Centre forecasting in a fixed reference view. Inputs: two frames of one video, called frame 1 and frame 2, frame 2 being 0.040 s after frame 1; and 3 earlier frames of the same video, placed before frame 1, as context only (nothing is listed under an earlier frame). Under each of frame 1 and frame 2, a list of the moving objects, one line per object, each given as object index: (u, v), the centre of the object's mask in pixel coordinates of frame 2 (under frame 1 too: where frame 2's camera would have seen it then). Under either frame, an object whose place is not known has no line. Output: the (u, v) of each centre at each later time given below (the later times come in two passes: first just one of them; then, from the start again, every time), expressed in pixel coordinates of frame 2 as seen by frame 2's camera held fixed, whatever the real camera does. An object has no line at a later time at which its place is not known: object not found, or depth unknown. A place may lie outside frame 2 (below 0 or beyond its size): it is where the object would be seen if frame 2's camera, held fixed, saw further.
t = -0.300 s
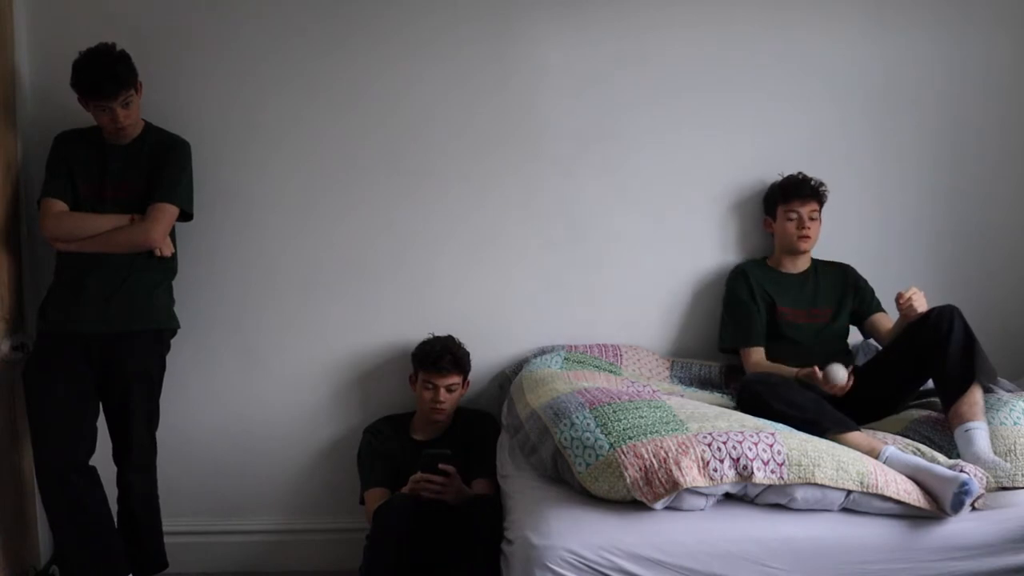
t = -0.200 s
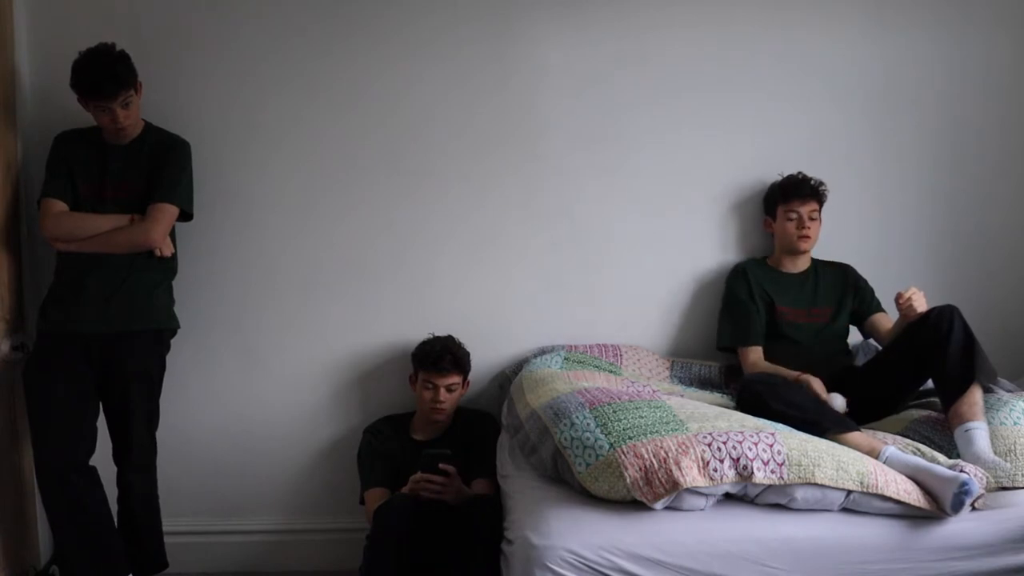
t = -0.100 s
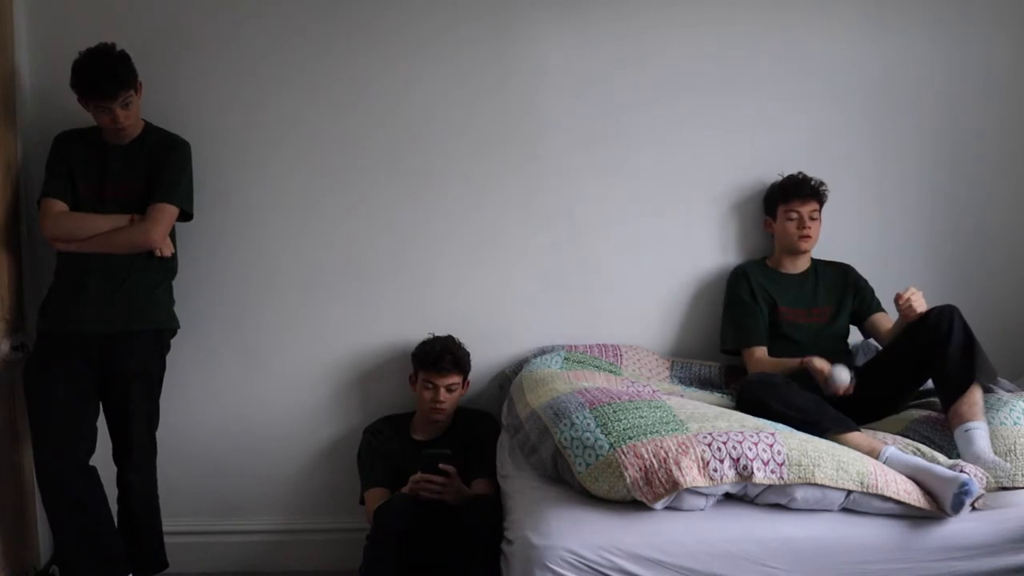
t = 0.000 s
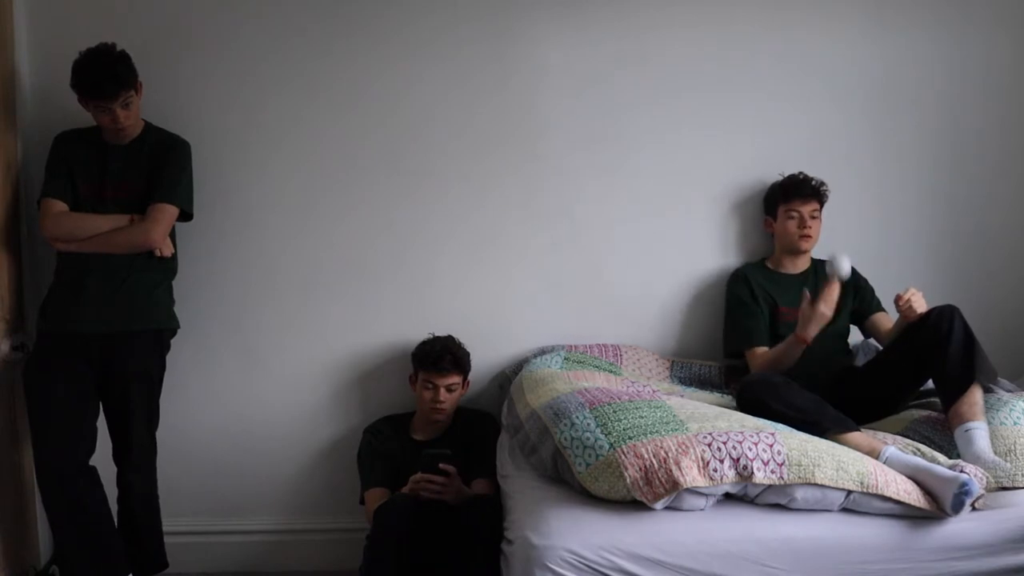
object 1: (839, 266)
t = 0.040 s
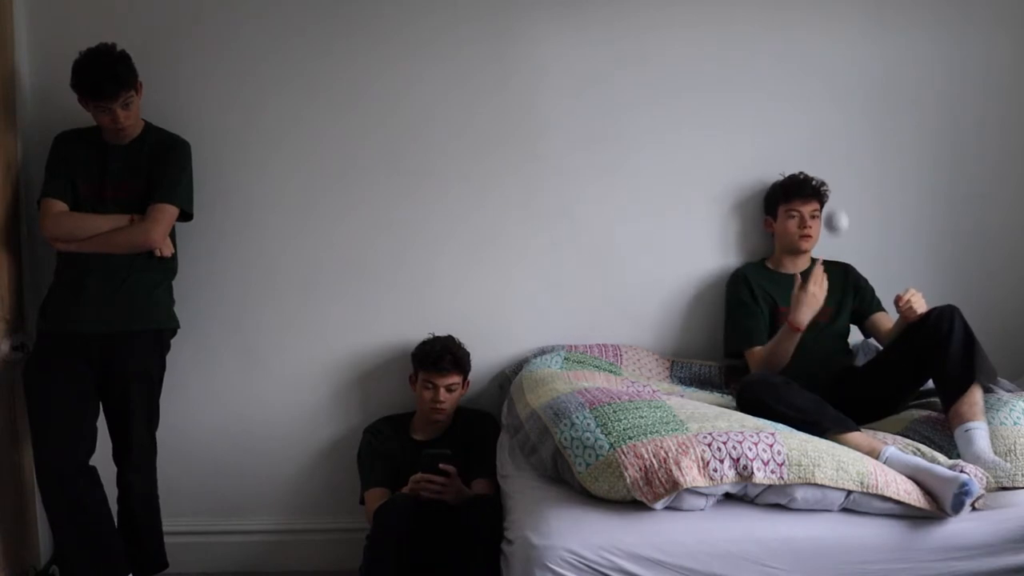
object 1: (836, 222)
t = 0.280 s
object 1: (818, 81)
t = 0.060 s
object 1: (836, 201)
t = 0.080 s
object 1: (833, 184)
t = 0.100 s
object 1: (832, 167)
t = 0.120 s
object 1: (831, 152)
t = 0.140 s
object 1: (829, 138)
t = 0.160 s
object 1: (828, 125)
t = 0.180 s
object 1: (826, 115)
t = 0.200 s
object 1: (825, 105)
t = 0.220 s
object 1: (823, 97)
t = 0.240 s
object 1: (822, 90)
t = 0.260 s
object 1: (820, 85)
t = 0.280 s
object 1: (818, 81)
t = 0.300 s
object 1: (817, 79)
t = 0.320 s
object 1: (816, 77)
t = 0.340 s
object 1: (815, 77)
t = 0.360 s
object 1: (814, 79)
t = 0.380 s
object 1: (813, 81)
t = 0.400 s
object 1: (810, 85)
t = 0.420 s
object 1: (809, 91)
